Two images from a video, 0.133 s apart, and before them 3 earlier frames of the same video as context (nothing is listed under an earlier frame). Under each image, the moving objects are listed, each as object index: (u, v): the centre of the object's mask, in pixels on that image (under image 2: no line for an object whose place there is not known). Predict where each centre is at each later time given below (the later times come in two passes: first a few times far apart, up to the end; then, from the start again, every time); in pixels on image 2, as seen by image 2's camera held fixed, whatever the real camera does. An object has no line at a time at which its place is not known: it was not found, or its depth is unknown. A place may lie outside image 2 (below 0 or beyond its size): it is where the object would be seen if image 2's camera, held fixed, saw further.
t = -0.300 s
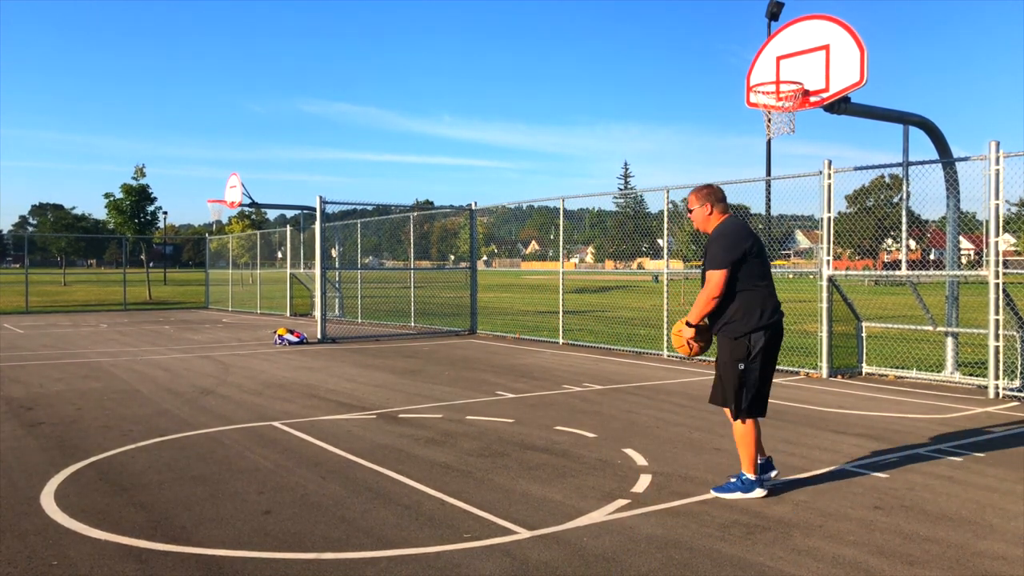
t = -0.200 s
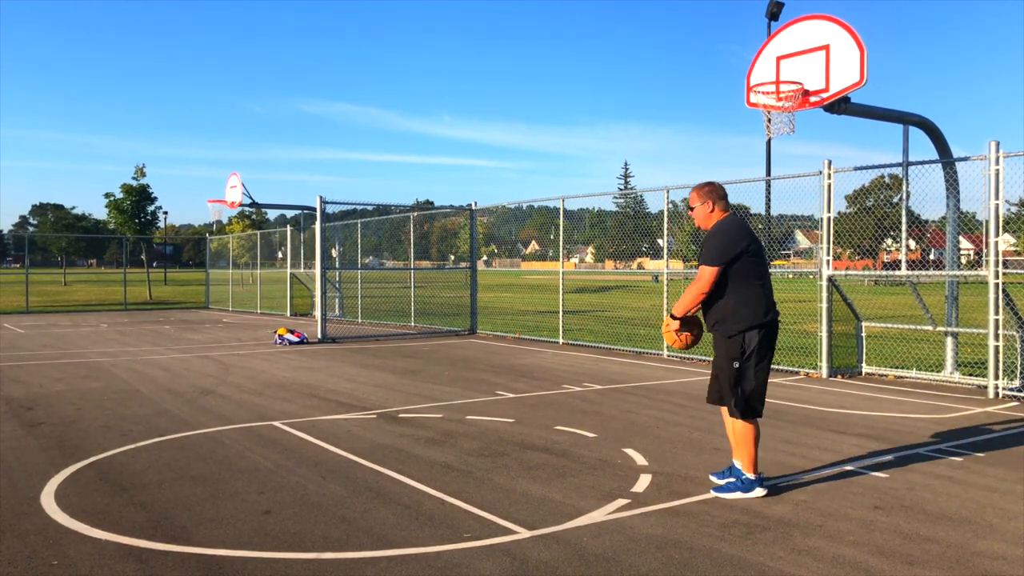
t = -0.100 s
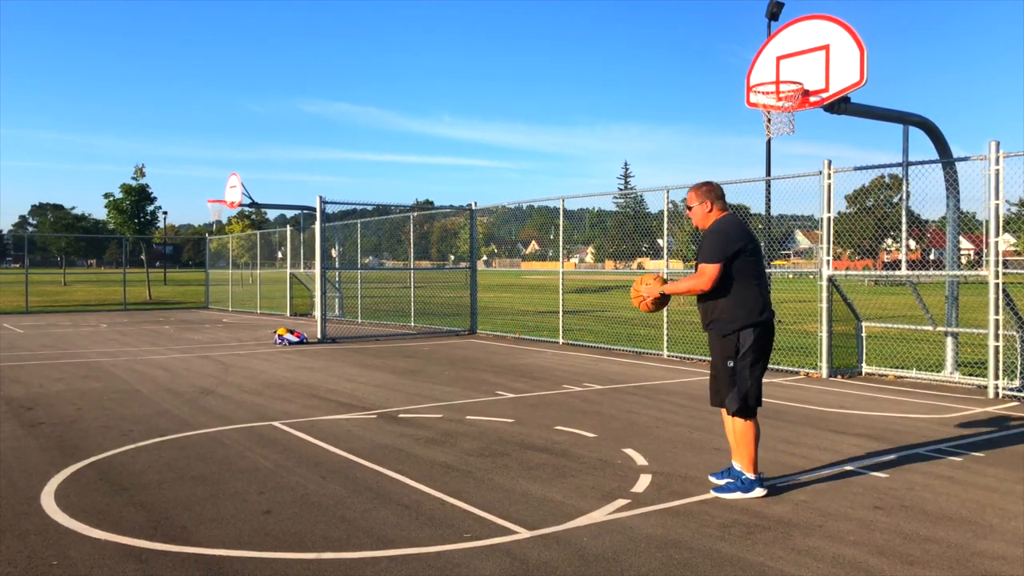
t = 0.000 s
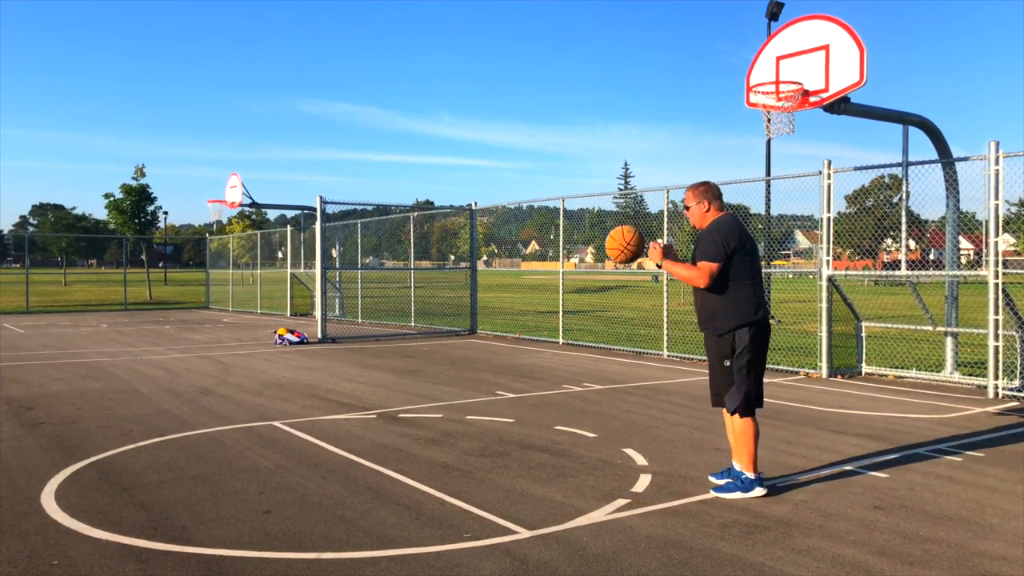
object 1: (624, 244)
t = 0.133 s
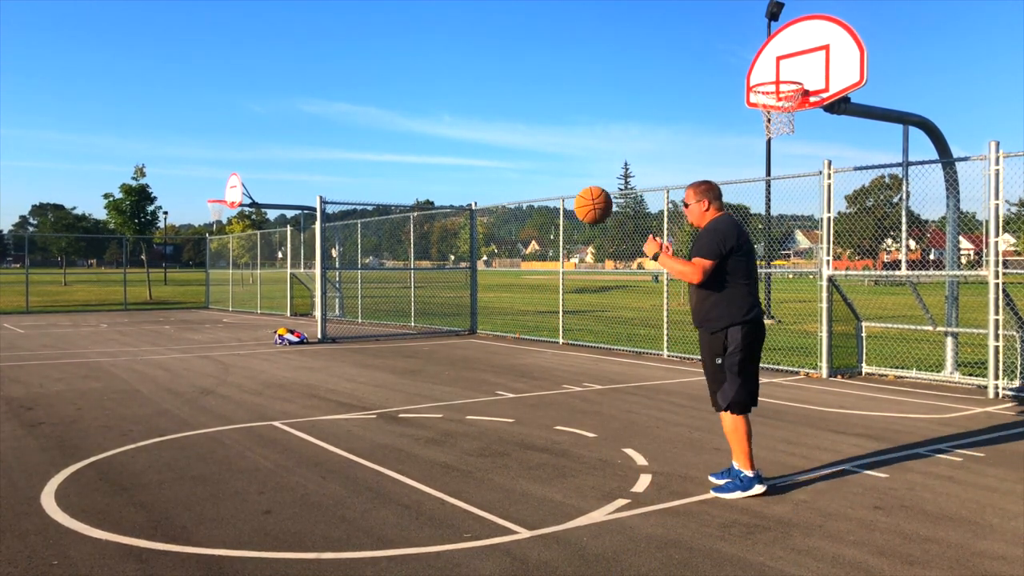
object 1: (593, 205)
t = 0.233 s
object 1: (570, 194)
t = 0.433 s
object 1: (527, 216)
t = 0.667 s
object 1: (481, 311)
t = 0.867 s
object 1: (442, 448)
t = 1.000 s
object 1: (466, 372)
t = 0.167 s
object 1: (585, 199)
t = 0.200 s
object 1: (578, 196)
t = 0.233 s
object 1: (570, 194)
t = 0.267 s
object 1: (563, 193)
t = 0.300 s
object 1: (556, 195)
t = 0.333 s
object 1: (549, 197)
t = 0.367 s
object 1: (542, 202)
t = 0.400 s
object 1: (534, 208)
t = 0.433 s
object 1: (527, 216)
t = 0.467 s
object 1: (520, 225)
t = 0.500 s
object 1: (514, 236)
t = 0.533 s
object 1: (507, 248)
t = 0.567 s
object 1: (500, 262)
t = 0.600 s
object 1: (493, 277)
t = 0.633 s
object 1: (487, 293)
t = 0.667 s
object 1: (481, 311)
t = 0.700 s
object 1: (474, 331)
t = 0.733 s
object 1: (467, 352)
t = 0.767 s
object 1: (461, 374)
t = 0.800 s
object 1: (454, 398)
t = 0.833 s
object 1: (448, 423)
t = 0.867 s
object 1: (442, 448)
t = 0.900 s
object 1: (448, 428)
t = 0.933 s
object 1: (454, 407)
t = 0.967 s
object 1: (460, 389)
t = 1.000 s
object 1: (466, 372)
